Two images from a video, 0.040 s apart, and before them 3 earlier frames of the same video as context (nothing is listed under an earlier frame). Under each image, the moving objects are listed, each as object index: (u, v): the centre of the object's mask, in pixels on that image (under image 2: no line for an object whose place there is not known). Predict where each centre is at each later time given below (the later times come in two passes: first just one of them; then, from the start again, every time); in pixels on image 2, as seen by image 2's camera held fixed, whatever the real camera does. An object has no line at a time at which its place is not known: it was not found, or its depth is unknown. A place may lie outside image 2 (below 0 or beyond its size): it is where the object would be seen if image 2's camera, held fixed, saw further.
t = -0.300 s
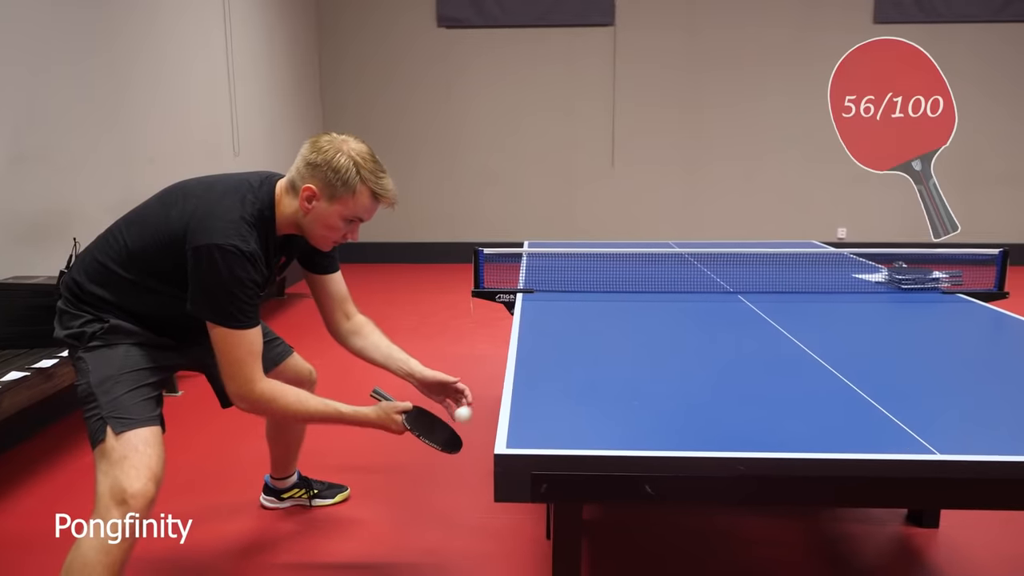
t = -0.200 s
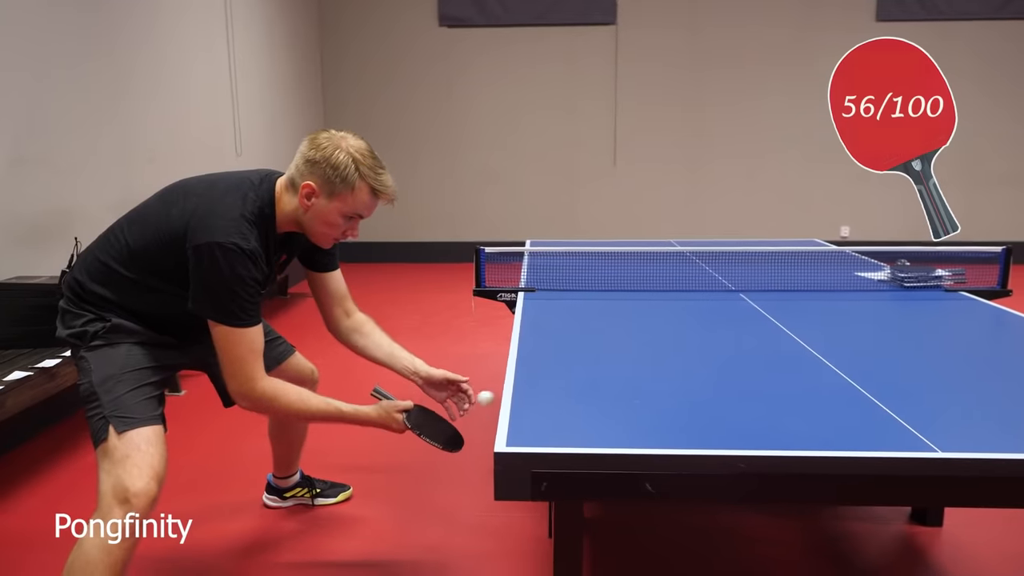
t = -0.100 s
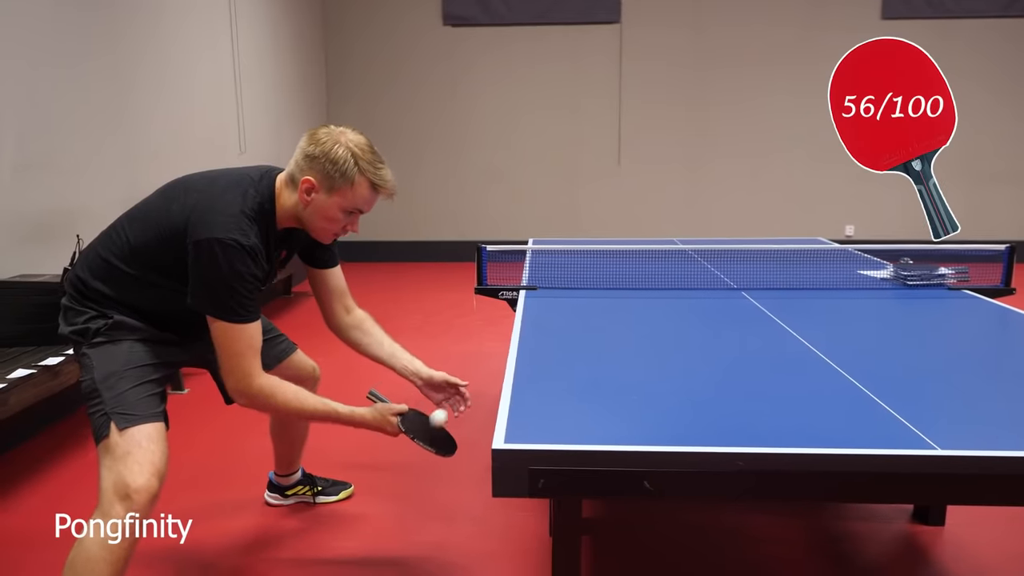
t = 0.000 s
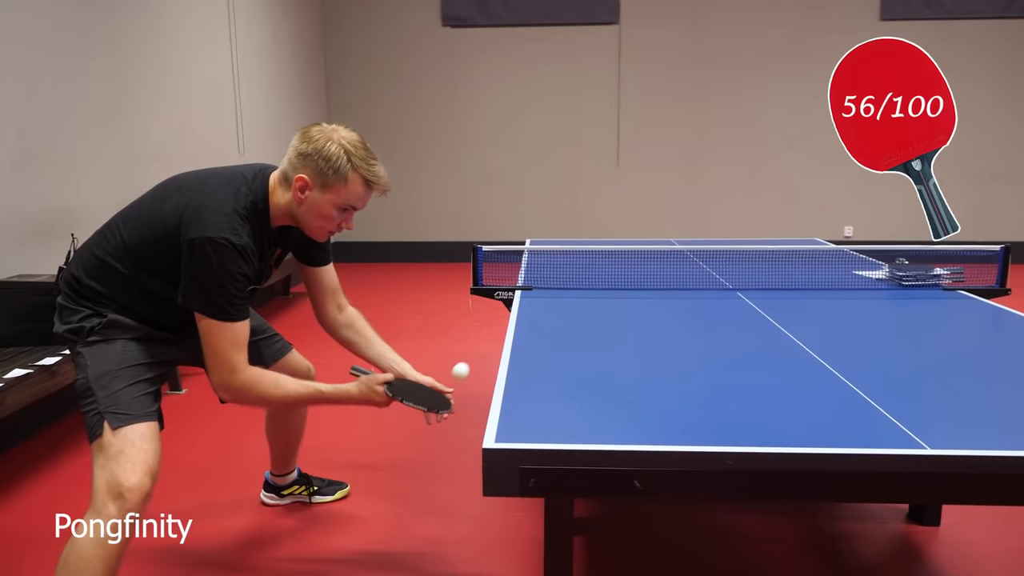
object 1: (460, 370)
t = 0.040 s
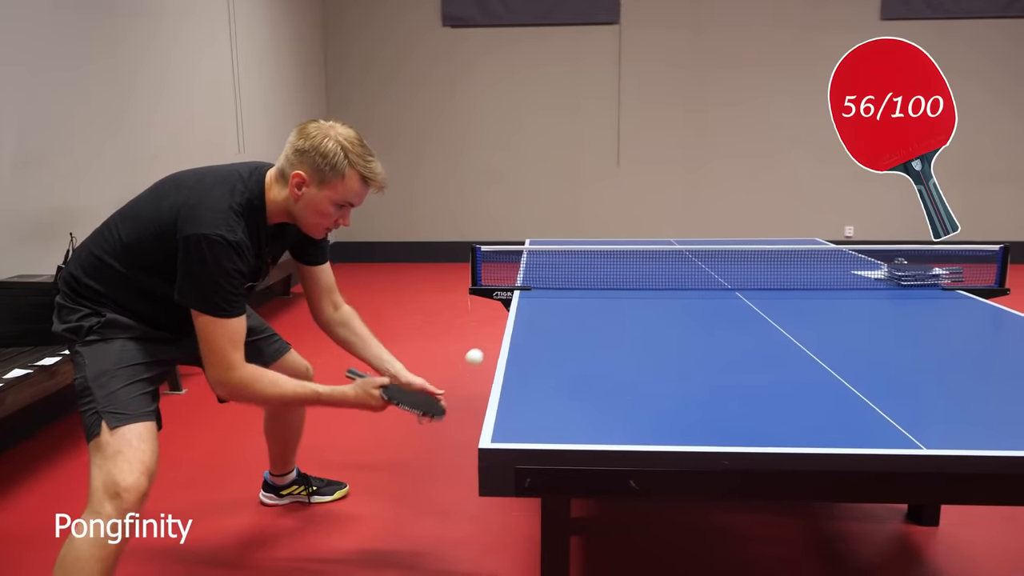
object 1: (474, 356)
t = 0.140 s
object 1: (513, 349)
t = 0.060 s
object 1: (482, 352)
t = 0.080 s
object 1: (489, 349)
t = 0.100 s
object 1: (497, 348)
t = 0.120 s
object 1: (505, 347)
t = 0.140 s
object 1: (513, 349)
